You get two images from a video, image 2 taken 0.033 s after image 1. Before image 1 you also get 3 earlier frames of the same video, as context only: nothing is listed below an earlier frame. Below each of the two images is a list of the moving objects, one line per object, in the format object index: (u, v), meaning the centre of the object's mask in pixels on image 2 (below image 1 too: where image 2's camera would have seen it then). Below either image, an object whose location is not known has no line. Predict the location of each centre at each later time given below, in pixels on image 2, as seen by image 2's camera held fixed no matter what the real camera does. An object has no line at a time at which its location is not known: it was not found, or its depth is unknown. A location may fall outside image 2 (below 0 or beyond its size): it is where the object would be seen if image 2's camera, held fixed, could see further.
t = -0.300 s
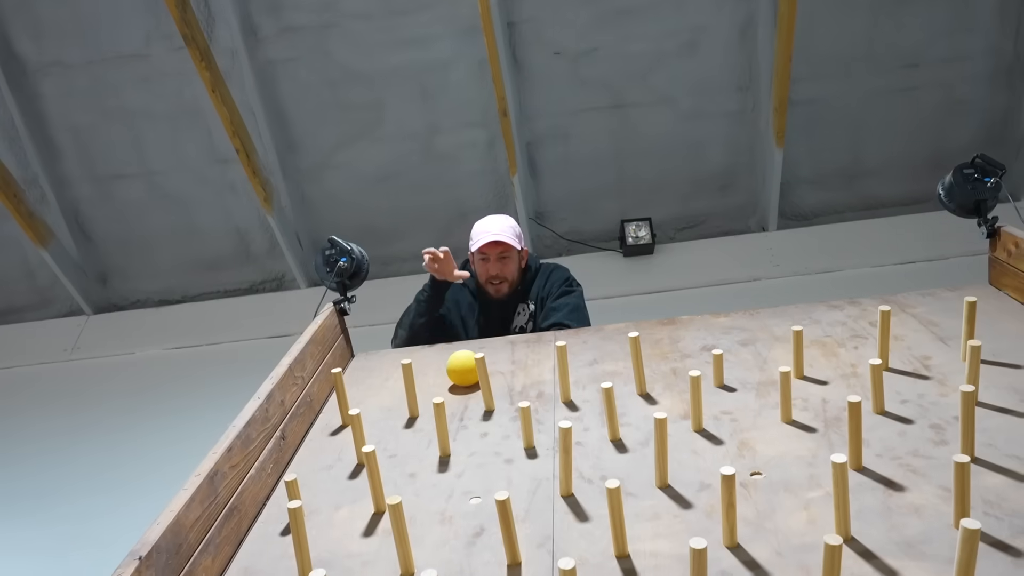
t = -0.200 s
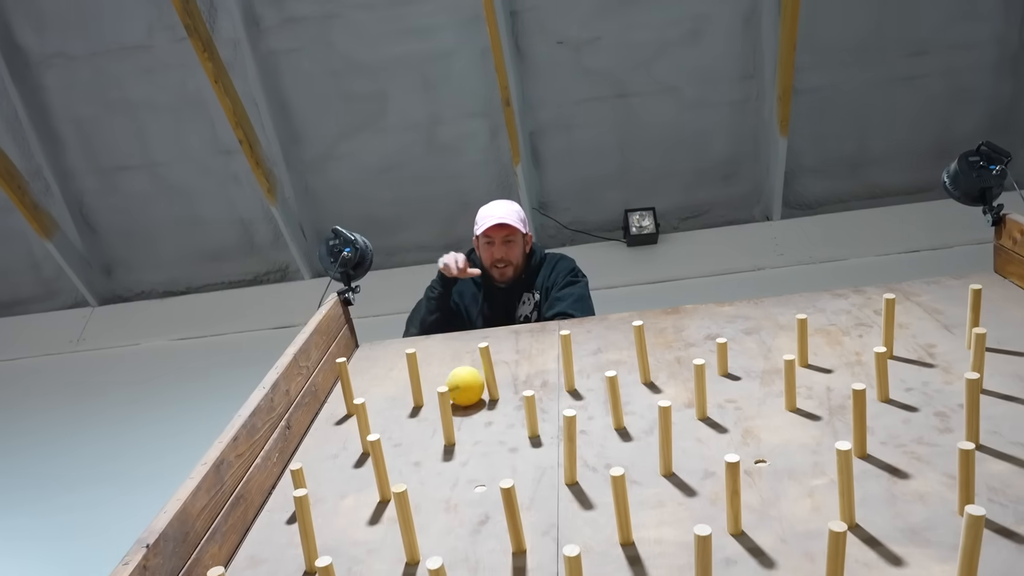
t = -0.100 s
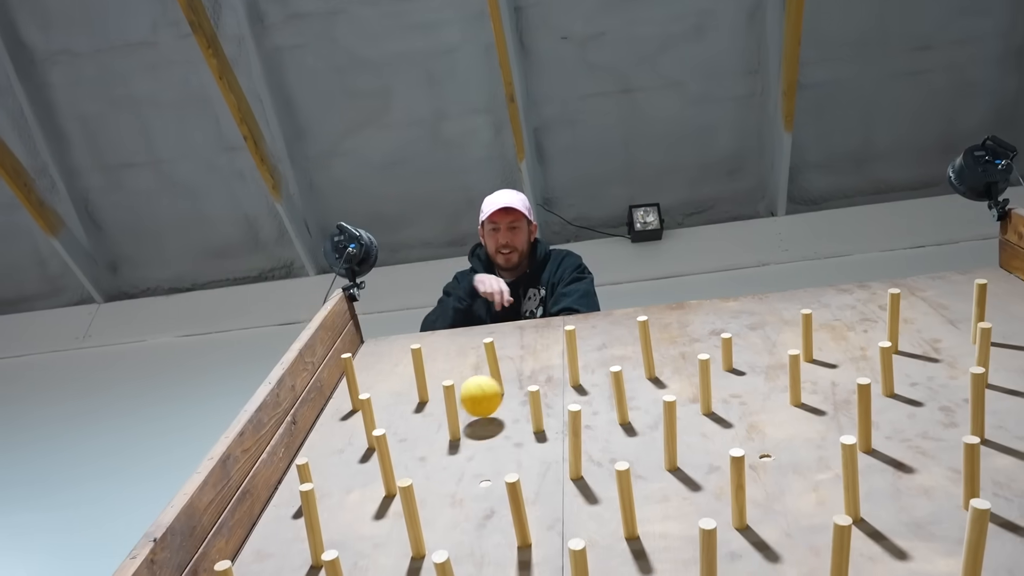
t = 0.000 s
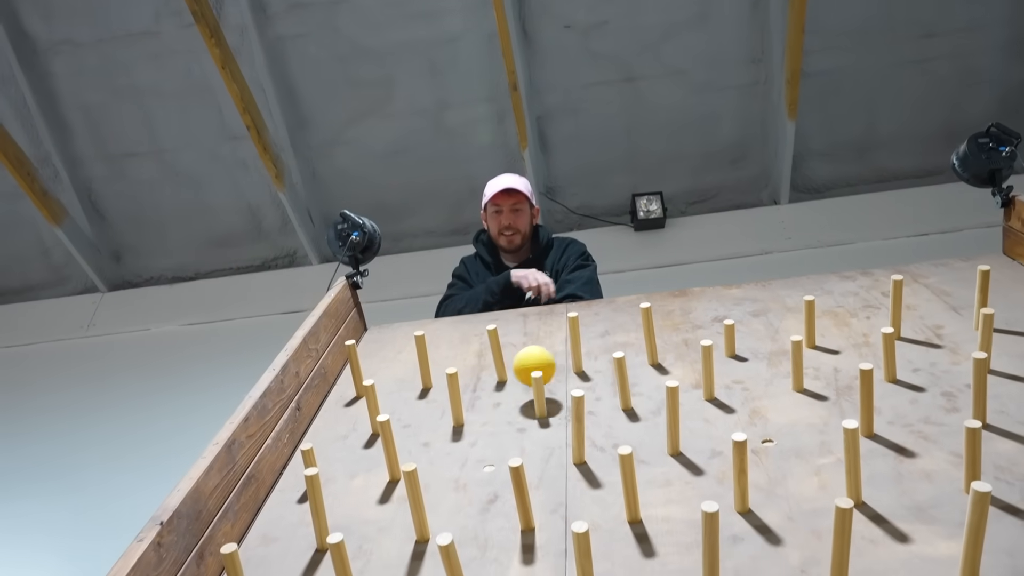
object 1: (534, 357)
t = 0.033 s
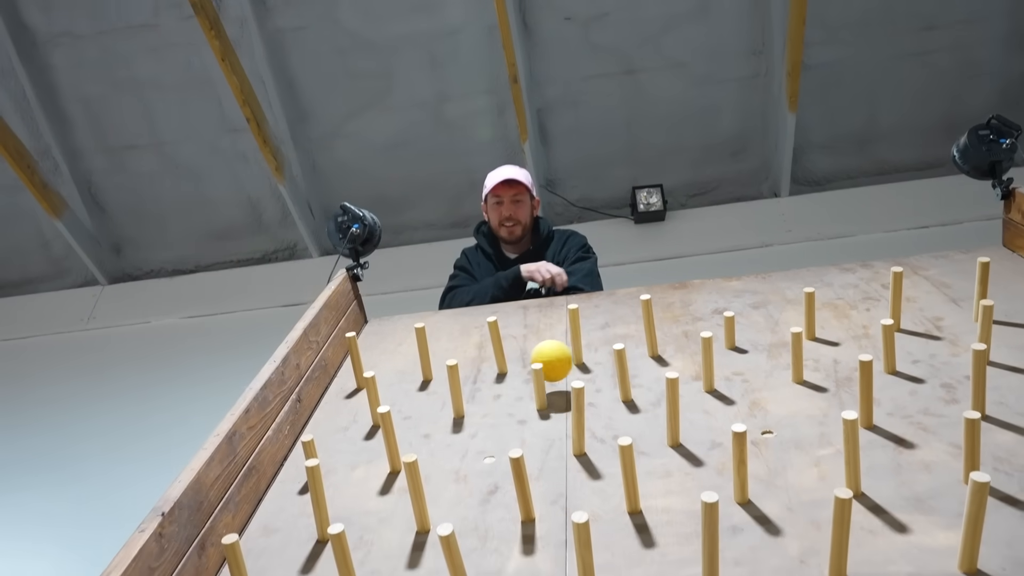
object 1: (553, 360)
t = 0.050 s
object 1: (561, 363)
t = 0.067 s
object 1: (568, 365)
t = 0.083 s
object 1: (578, 368)
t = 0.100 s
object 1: (588, 374)
